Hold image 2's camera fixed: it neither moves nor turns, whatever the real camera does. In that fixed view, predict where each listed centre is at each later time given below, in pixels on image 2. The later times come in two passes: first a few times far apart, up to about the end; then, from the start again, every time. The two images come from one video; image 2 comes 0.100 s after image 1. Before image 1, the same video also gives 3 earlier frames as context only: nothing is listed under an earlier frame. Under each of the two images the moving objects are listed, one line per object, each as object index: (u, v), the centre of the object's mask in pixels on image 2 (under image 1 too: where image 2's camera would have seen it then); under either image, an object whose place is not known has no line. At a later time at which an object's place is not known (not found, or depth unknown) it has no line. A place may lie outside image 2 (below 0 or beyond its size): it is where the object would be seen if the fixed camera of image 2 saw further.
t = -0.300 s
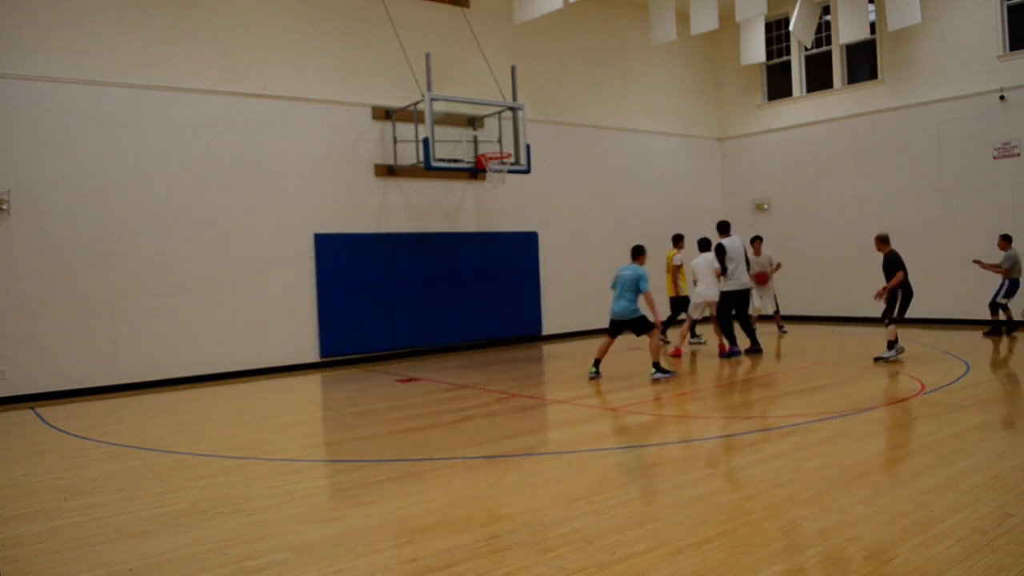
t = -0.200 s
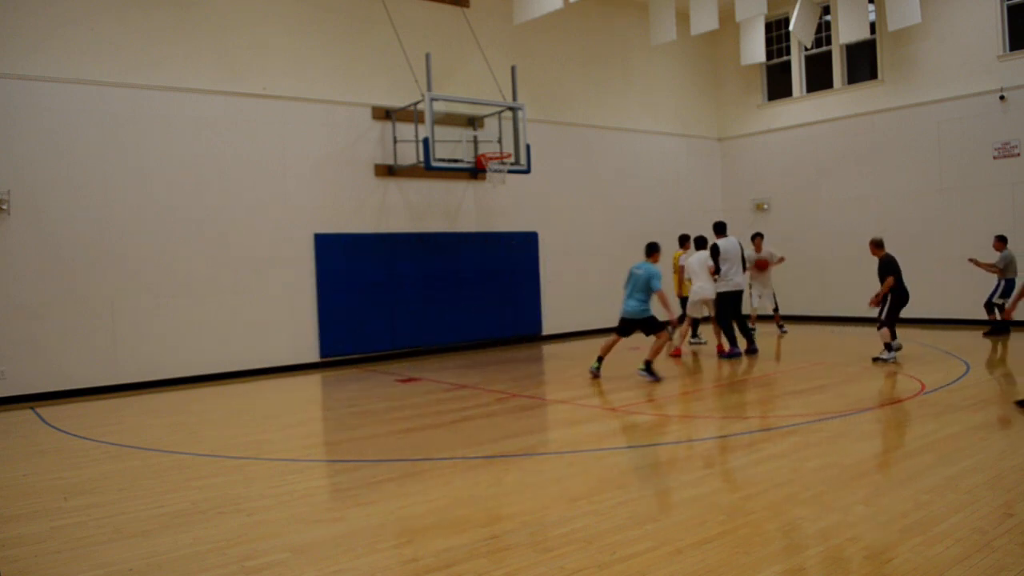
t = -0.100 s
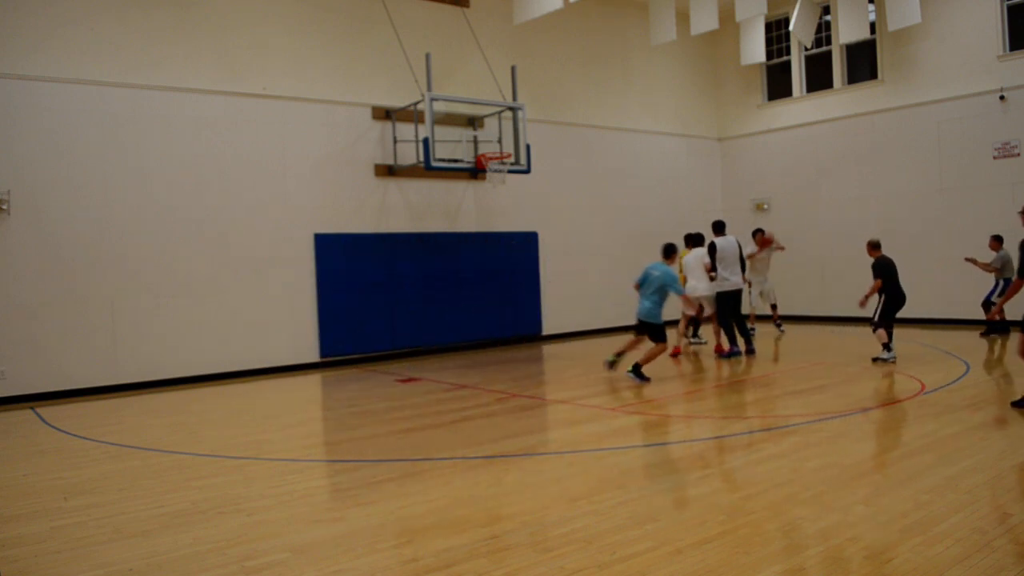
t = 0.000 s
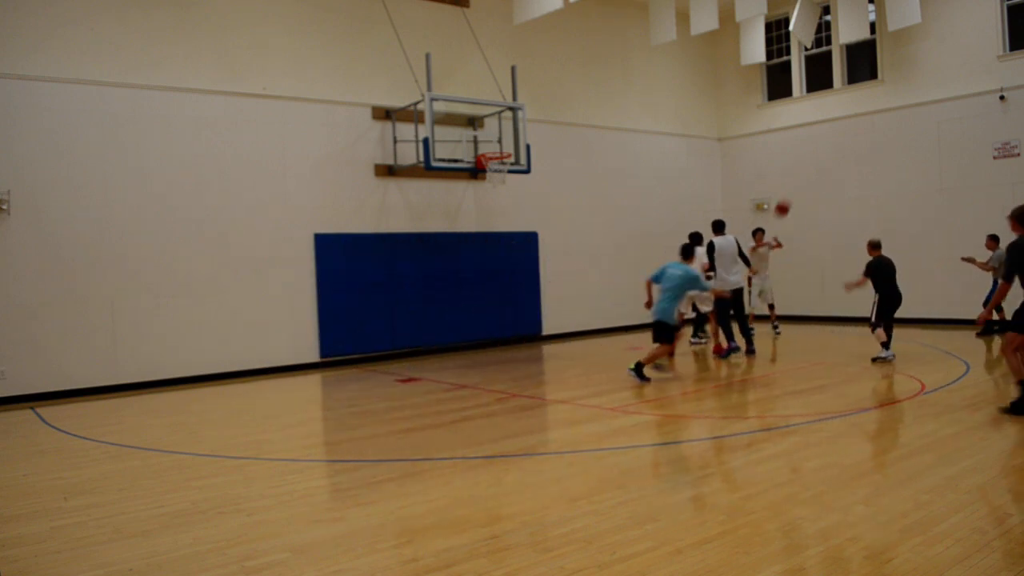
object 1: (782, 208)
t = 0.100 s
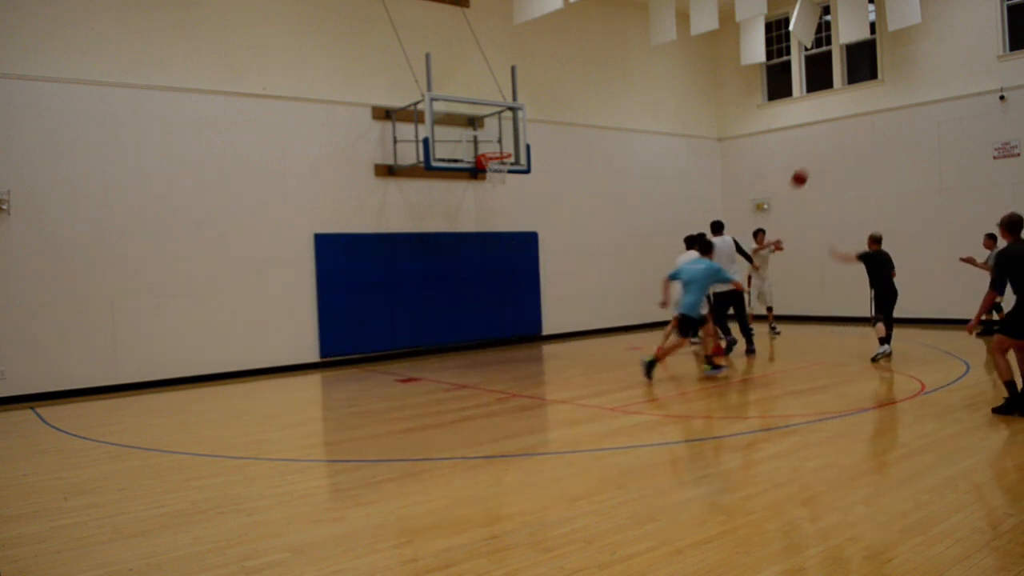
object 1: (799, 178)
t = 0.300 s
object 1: (840, 129)
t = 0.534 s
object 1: (905, 95)
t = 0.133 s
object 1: (805, 169)
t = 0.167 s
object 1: (812, 160)
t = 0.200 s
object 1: (819, 151)
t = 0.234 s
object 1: (826, 143)
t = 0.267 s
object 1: (833, 136)
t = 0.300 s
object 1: (840, 129)
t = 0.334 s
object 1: (848, 122)
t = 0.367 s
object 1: (857, 116)
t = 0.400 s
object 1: (865, 110)
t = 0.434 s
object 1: (875, 105)
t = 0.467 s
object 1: (884, 101)
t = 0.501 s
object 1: (895, 98)
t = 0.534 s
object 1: (905, 95)
